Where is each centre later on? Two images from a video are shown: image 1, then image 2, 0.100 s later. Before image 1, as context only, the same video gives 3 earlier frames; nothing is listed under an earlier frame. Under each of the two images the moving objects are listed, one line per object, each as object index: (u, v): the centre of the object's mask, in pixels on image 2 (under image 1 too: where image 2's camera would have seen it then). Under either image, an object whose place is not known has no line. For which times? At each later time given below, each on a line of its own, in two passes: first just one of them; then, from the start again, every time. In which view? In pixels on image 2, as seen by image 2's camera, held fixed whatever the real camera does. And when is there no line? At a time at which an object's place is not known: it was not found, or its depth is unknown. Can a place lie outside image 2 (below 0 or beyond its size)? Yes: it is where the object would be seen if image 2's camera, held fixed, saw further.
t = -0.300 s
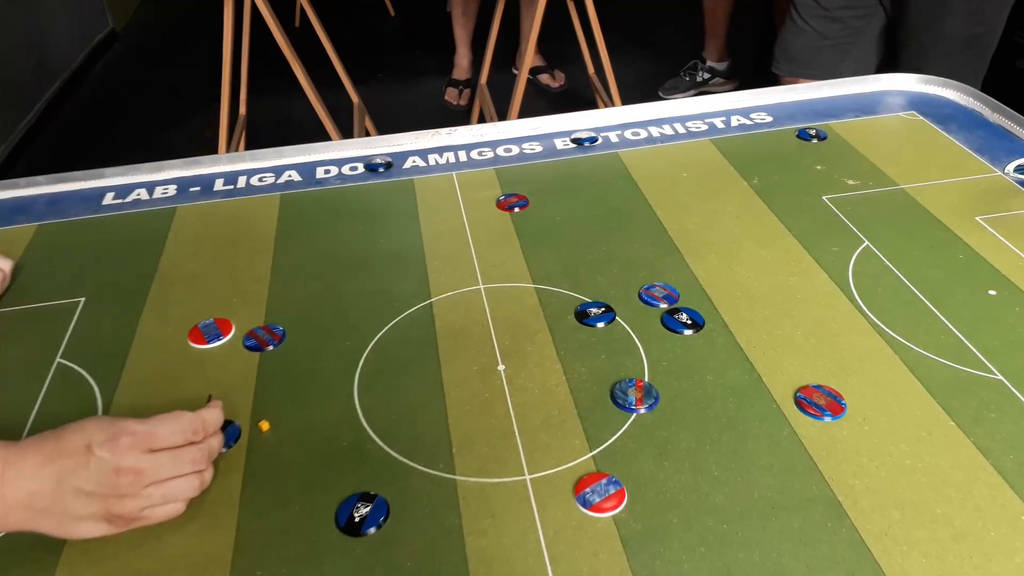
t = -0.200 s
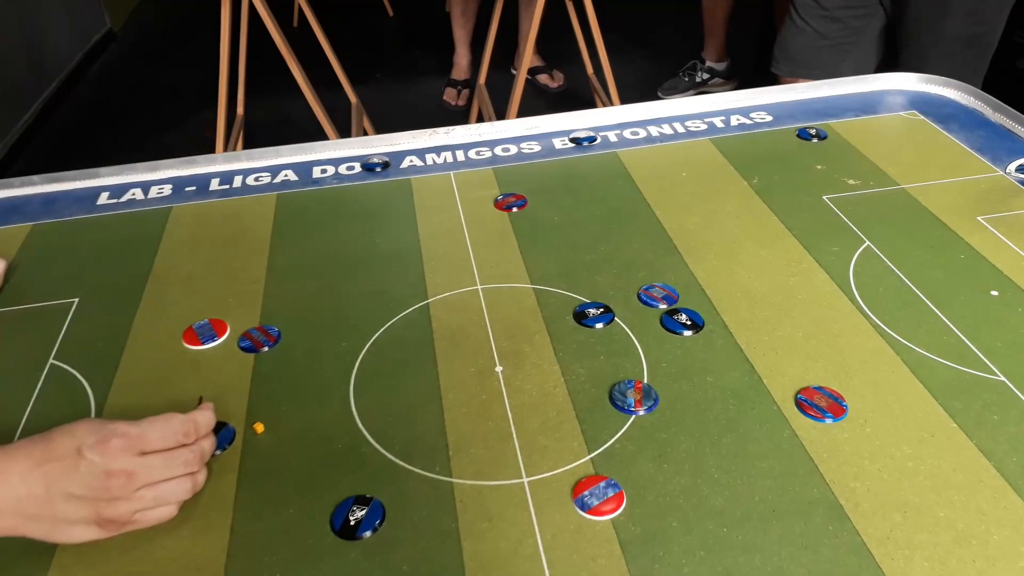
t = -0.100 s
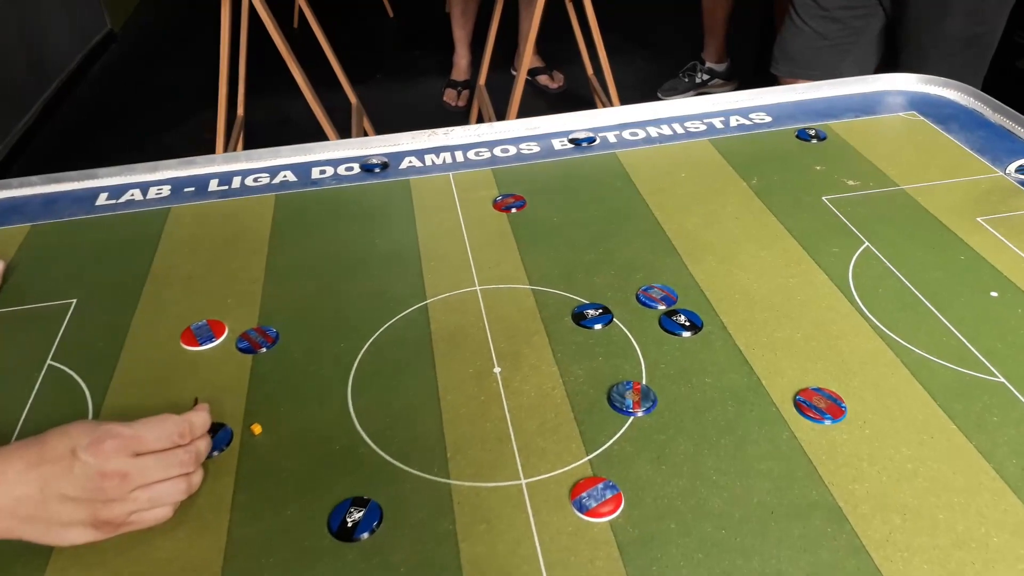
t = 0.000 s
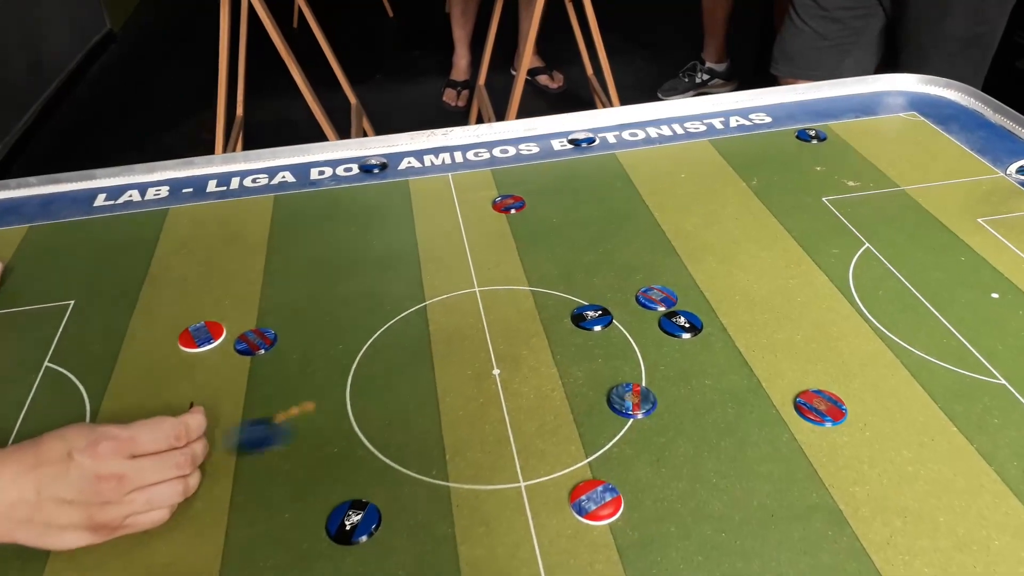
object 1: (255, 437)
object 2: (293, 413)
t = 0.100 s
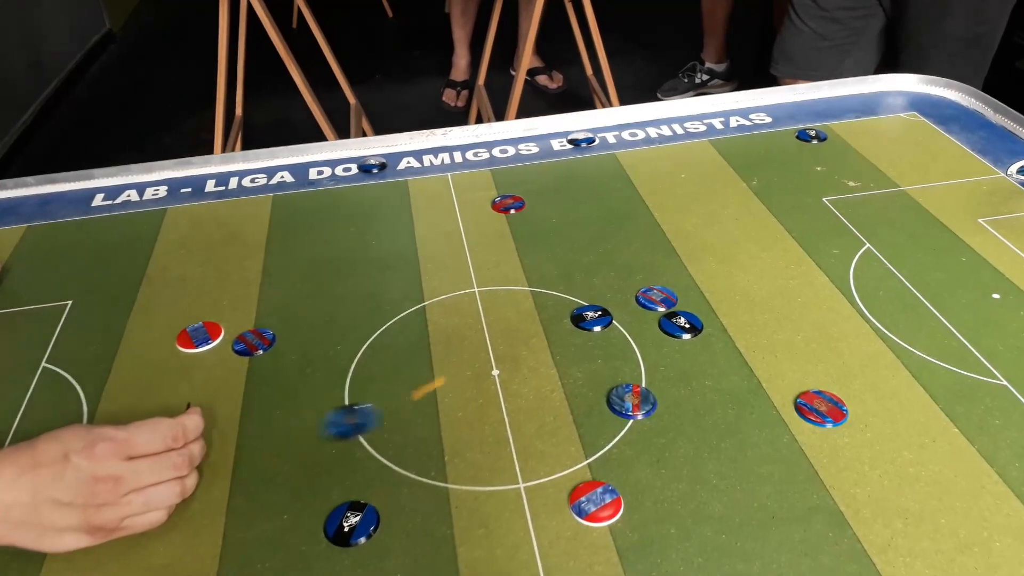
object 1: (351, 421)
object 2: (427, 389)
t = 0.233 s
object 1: (422, 408)
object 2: (567, 365)
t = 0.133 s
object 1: (375, 417)
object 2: (463, 373)
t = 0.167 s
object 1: (394, 414)
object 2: (499, 367)
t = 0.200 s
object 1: (410, 411)
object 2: (534, 370)
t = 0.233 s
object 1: (422, 408)
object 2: (567, 365)
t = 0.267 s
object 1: (432, 406)
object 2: (592, 359)
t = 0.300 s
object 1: (437, 405)
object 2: (614, 357)
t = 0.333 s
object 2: (640, 350)
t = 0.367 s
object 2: (661, 344)
